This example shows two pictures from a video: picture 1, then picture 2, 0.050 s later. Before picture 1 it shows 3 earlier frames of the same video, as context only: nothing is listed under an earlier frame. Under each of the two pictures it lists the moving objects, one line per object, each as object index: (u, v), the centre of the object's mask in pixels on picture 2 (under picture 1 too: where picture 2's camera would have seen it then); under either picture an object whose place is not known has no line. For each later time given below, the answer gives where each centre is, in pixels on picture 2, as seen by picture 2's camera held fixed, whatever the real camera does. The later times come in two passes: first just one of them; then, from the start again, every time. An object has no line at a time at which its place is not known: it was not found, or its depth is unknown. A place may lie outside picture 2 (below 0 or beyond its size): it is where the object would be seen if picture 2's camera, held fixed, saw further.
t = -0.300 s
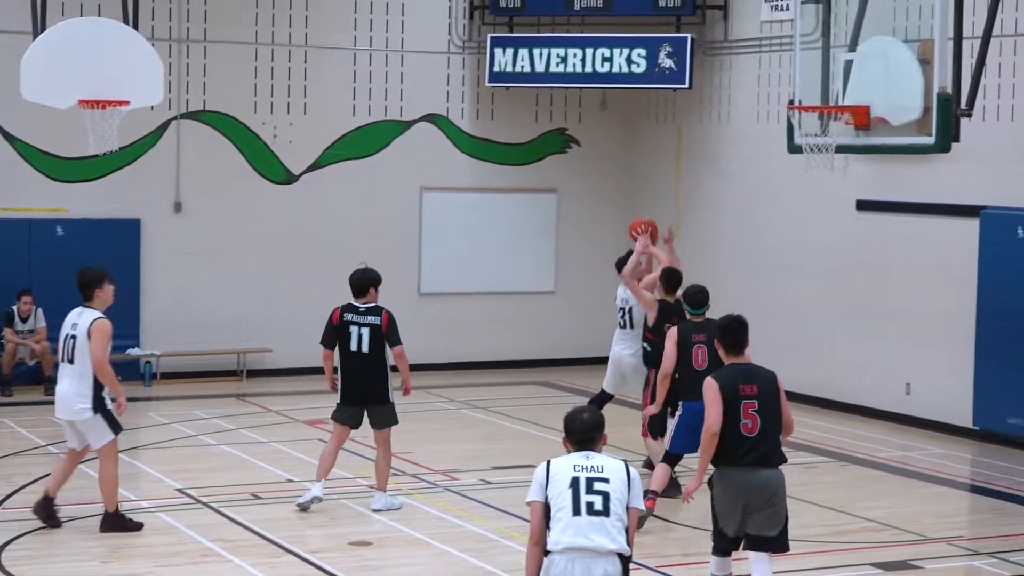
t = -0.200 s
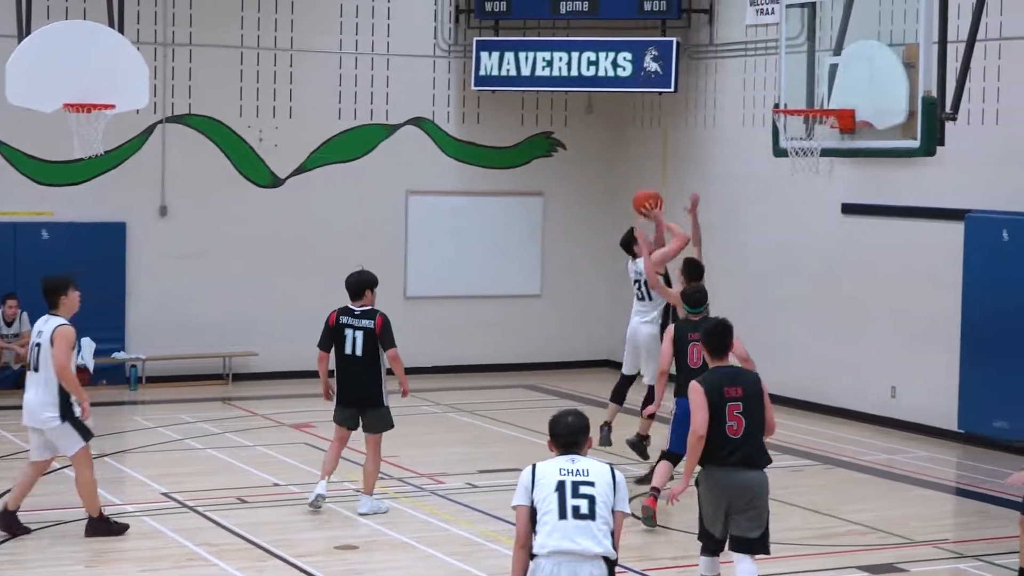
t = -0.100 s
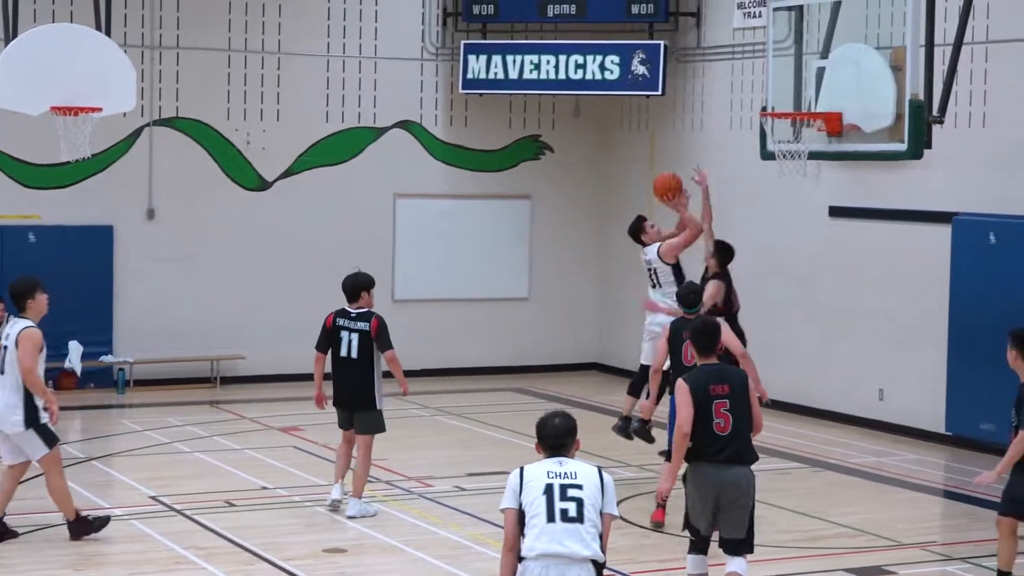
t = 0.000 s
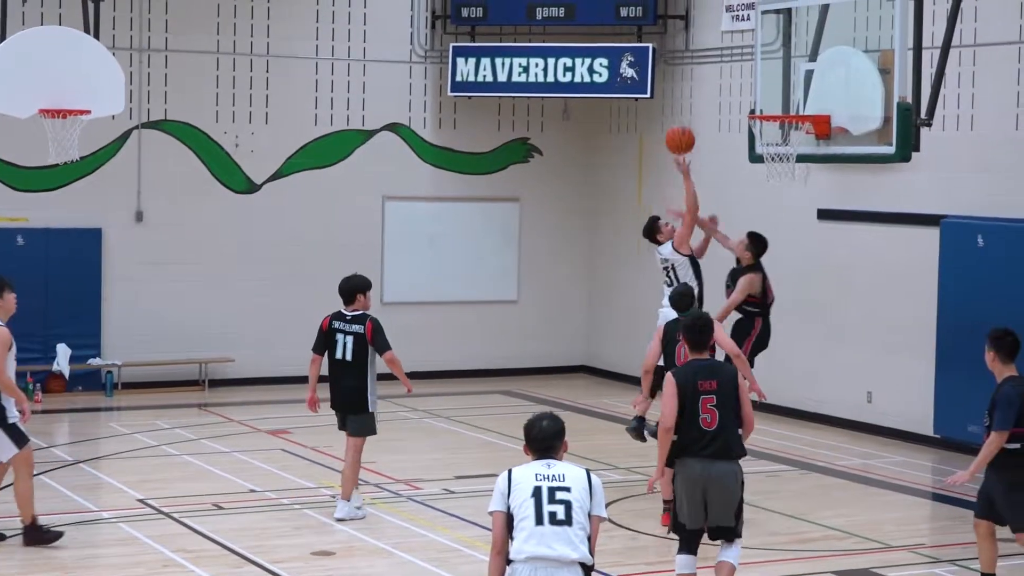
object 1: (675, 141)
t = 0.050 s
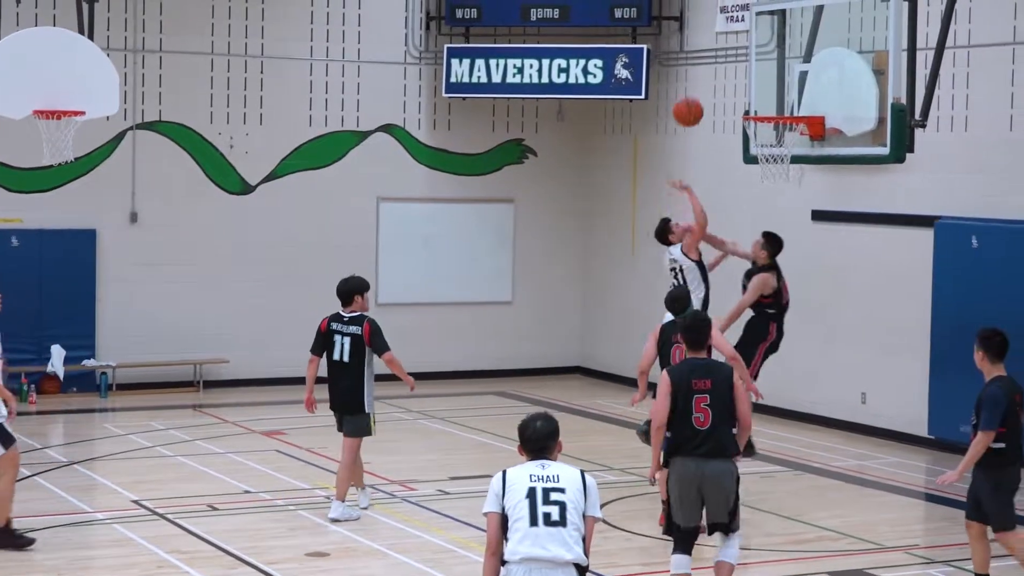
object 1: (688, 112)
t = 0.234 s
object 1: (734, 31)
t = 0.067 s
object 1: (692, 102)
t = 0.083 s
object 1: (696, 94)
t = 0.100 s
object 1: (700, 86)
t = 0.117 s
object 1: (705, 78)
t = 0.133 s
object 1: (709, 70)
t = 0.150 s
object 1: (713, 63)
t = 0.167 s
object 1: (717, 56)
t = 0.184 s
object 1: (722, 49)
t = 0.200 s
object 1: (726, 42)
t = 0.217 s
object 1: (730, 36)
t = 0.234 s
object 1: (734, 31)
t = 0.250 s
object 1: (739, 26)
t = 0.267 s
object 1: (743, 20)
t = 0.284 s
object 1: (747, 15)
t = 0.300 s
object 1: (752, 11)
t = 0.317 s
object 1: (756, 8)
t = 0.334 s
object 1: (761, 6)
